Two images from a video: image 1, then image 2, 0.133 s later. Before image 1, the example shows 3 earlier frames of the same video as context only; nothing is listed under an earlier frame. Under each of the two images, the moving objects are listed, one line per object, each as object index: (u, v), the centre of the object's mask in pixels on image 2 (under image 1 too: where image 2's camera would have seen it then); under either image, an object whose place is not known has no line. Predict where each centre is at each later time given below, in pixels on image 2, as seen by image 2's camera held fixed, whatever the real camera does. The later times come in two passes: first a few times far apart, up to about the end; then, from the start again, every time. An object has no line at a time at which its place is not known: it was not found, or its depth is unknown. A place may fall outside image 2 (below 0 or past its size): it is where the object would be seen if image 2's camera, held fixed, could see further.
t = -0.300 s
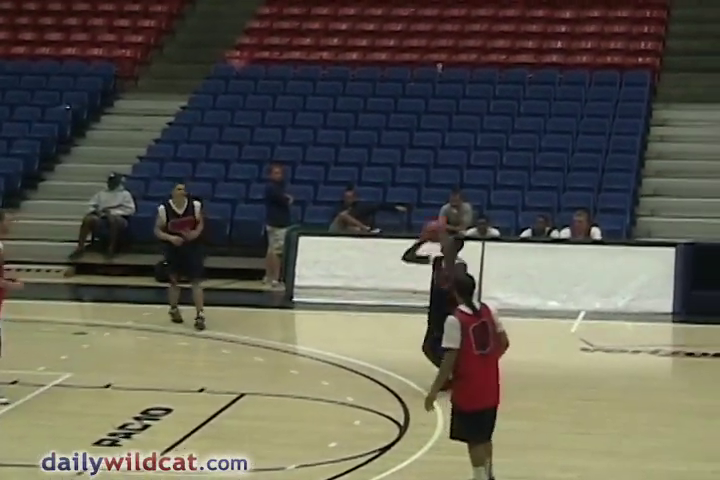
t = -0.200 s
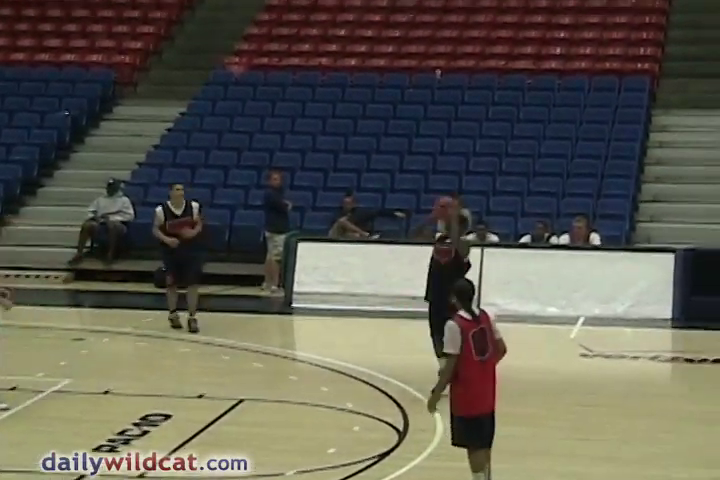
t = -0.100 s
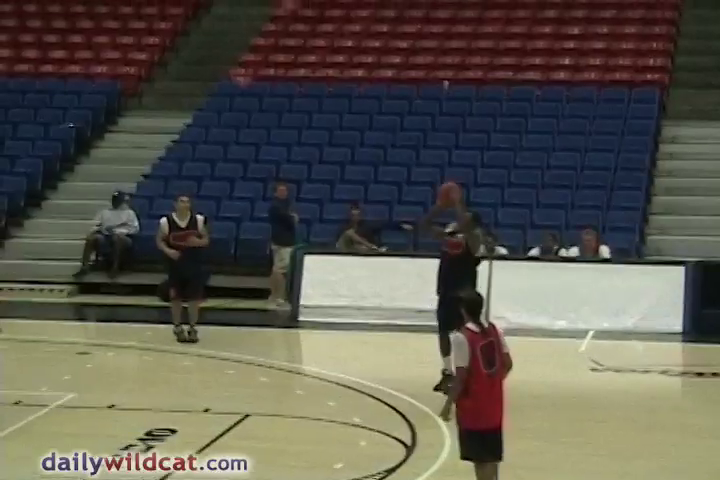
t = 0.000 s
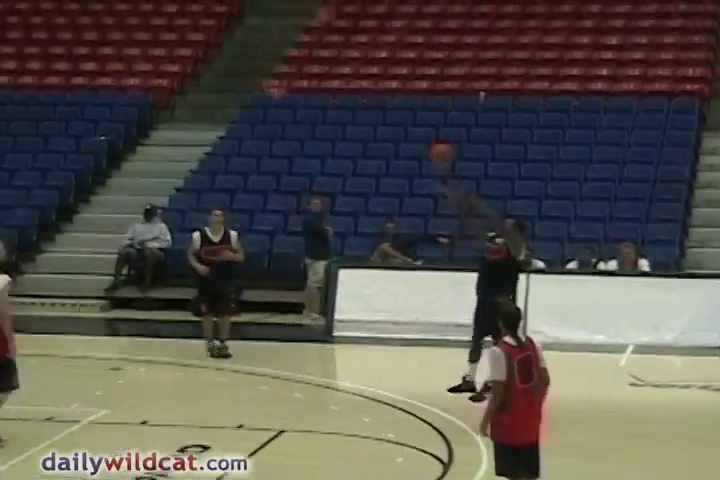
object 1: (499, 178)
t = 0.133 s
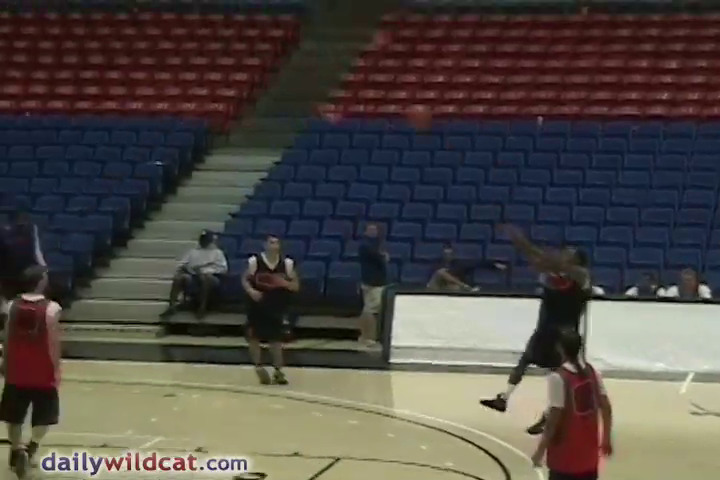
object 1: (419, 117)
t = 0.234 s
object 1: (358, 82)
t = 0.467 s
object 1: (219, 32)
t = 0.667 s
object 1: (99, 26)
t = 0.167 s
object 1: (397, 104)
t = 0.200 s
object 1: (378, 89)
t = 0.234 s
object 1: (358, 82)
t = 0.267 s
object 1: (339, 69)
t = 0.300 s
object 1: (319, 61)
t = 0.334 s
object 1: (299, 53)
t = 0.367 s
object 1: (279, 47)
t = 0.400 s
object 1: (259, 40)
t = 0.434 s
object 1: (238, 37)
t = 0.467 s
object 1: (219, 32)
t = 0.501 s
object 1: (198, 28)
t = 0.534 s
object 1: (177, 26)
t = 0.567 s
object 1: (156, 26)
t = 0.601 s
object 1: (137, 25)
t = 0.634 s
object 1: (119, 24)
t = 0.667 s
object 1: (99, 26)
